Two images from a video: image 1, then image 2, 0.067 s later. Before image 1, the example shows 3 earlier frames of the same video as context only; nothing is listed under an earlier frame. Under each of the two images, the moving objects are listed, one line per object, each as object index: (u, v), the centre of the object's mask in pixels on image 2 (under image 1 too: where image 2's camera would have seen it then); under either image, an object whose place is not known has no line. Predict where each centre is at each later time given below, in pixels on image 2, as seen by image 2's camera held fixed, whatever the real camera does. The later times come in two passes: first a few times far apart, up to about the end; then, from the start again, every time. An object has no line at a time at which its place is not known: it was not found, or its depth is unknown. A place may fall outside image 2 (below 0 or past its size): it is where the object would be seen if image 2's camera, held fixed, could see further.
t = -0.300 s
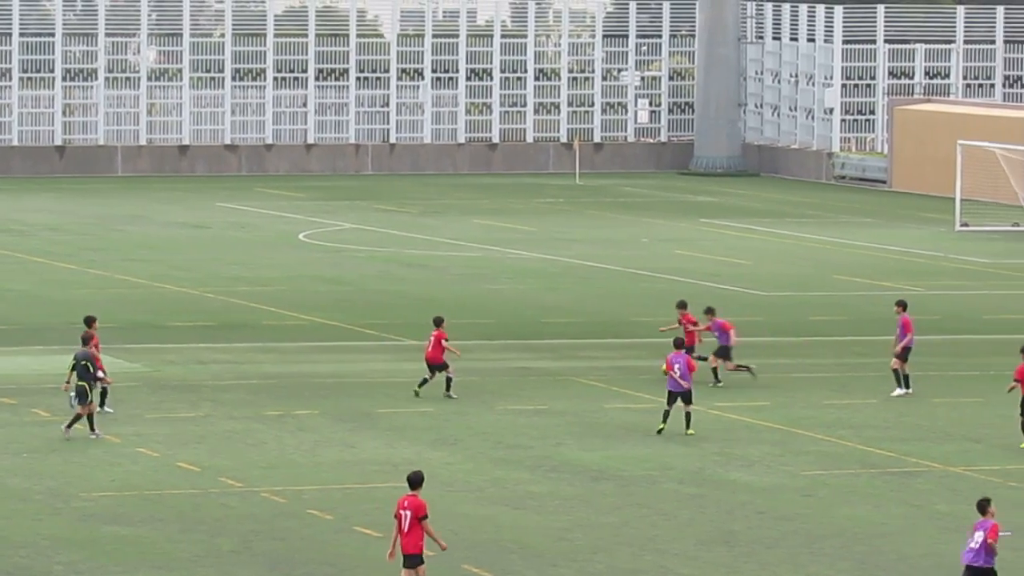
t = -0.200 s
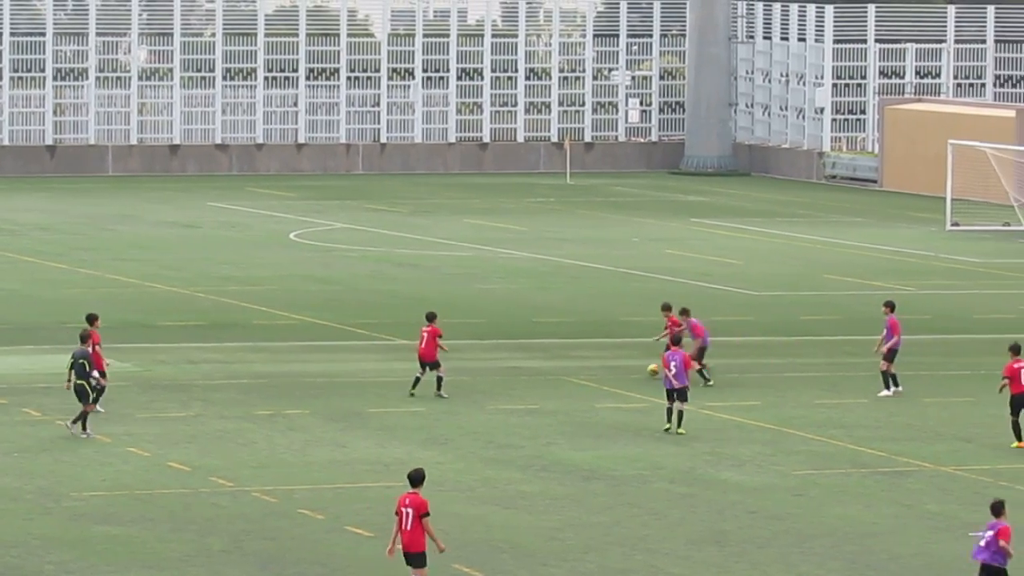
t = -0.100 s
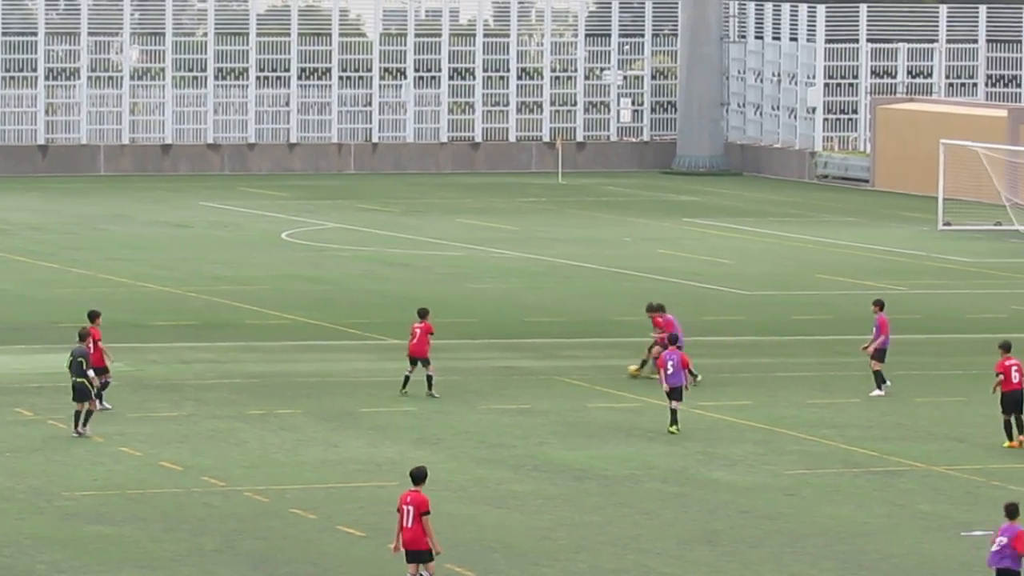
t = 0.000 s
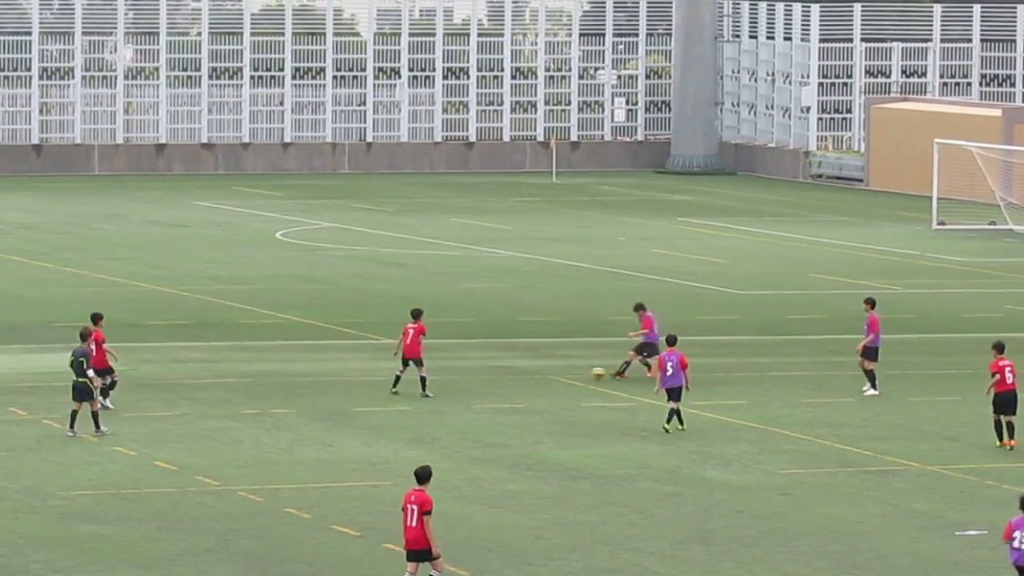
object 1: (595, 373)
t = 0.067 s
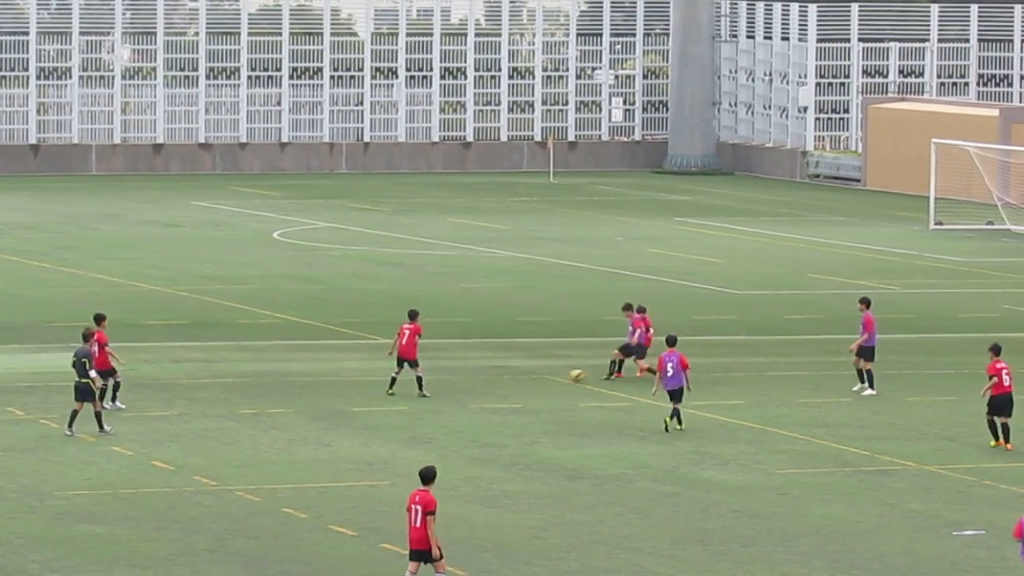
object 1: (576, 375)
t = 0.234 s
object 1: (532, 380)
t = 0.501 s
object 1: (472, 389)
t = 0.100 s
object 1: (566, 378)
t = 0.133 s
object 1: (558, 379)
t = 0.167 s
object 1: (549, 379)
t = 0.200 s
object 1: (541, 379)
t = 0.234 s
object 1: (532, 380)
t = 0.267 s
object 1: (524, 382)
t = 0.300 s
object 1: (515, 384)
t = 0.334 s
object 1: (508, 383)
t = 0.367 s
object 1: (503, 383)
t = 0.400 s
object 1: (494, 383)
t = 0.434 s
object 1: (487, 384)
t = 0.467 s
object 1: (479, 387)
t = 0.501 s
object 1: (472, 389)
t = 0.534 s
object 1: (466, 388)
